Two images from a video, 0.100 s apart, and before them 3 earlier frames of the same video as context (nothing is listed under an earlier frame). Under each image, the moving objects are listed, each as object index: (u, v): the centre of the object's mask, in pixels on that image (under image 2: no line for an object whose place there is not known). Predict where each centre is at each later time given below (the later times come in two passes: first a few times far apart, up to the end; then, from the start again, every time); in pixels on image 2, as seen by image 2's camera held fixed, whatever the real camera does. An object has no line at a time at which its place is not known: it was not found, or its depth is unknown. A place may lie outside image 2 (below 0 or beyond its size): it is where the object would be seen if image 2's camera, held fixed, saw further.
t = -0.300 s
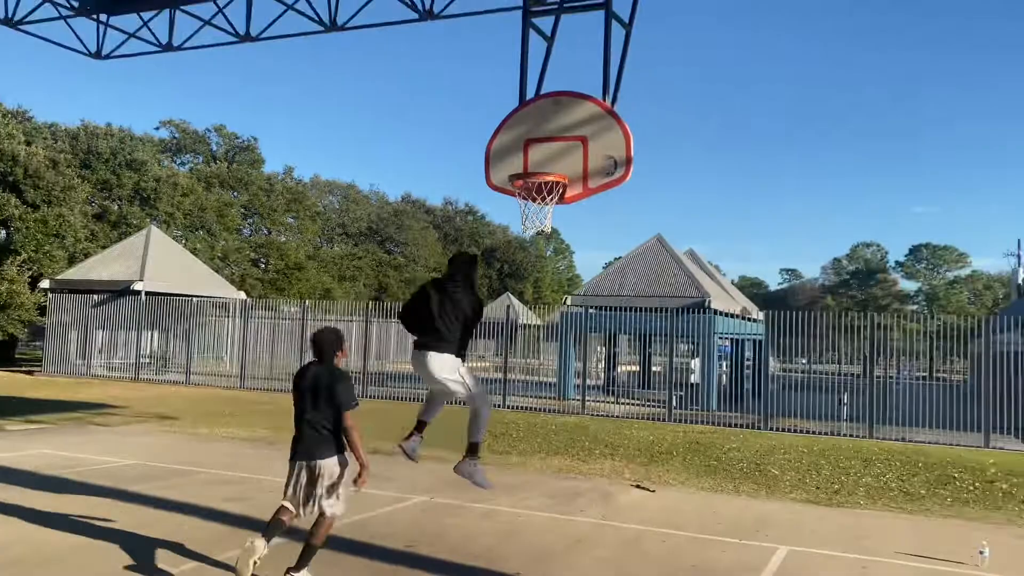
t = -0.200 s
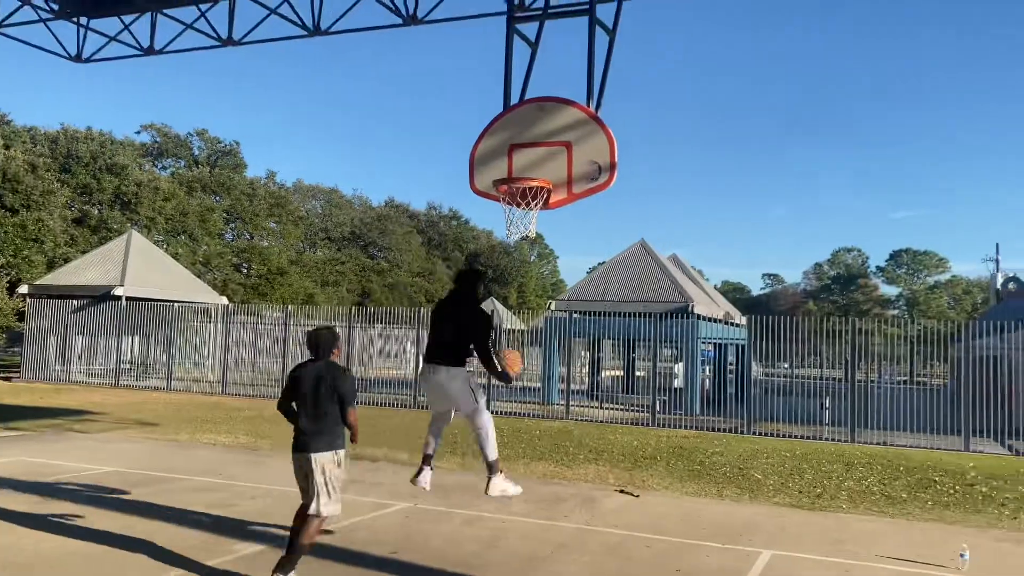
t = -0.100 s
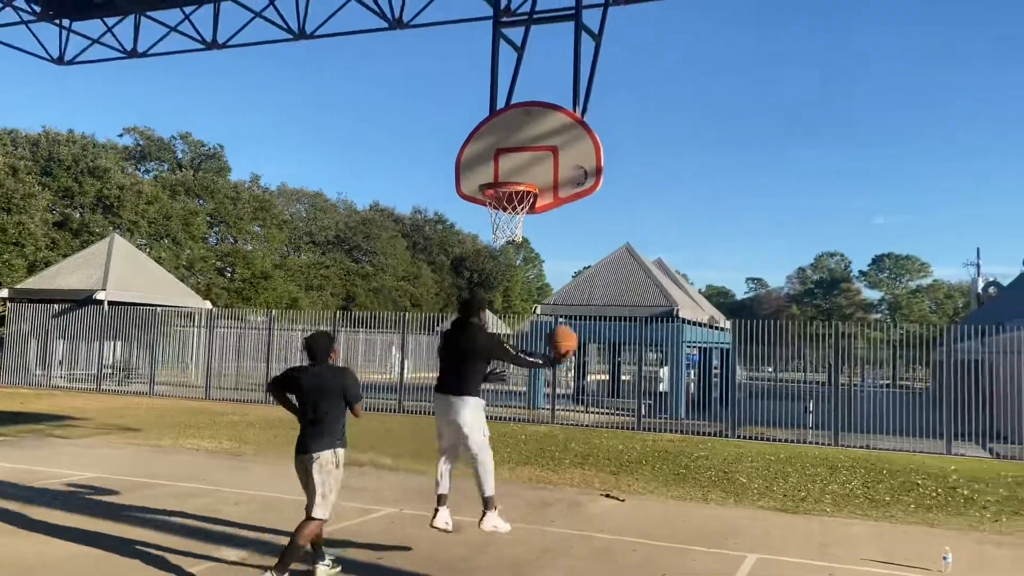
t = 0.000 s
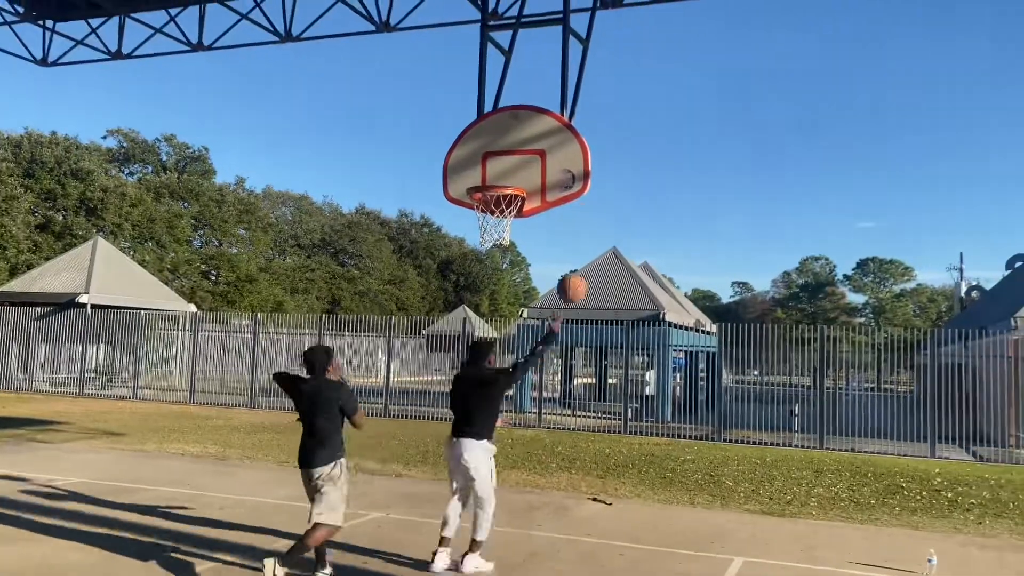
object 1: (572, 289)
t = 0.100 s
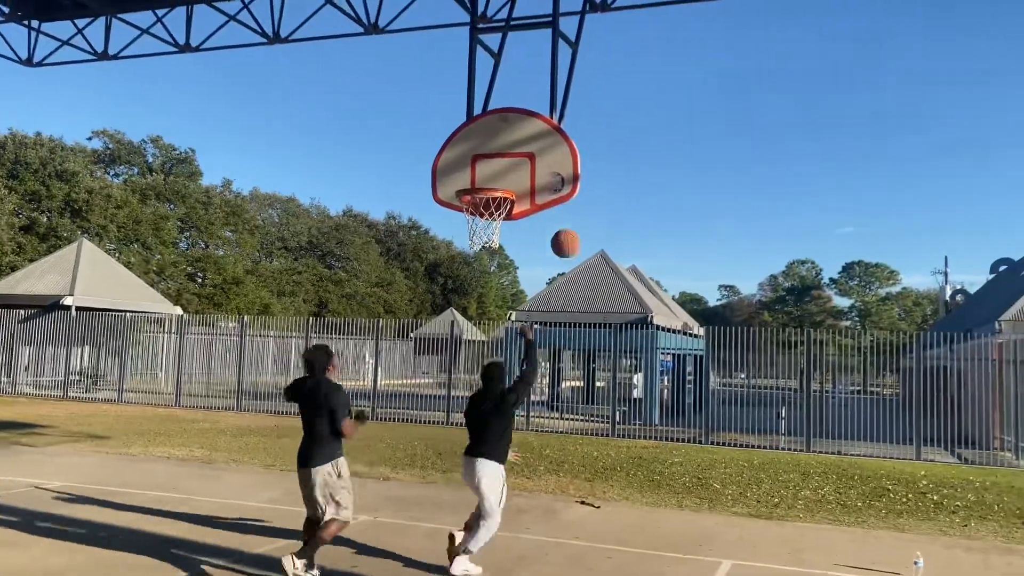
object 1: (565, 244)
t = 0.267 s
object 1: (567, 225)
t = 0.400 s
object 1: (564, 277)
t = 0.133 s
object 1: (567, 231)
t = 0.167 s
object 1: (568, 219)
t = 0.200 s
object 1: (569, 210)
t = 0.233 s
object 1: (568, 215)
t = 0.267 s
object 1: (567, 225)
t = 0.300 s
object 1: (566, 235)
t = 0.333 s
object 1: (565, 248)
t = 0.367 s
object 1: (565, 261)
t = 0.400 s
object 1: (564, 277)
